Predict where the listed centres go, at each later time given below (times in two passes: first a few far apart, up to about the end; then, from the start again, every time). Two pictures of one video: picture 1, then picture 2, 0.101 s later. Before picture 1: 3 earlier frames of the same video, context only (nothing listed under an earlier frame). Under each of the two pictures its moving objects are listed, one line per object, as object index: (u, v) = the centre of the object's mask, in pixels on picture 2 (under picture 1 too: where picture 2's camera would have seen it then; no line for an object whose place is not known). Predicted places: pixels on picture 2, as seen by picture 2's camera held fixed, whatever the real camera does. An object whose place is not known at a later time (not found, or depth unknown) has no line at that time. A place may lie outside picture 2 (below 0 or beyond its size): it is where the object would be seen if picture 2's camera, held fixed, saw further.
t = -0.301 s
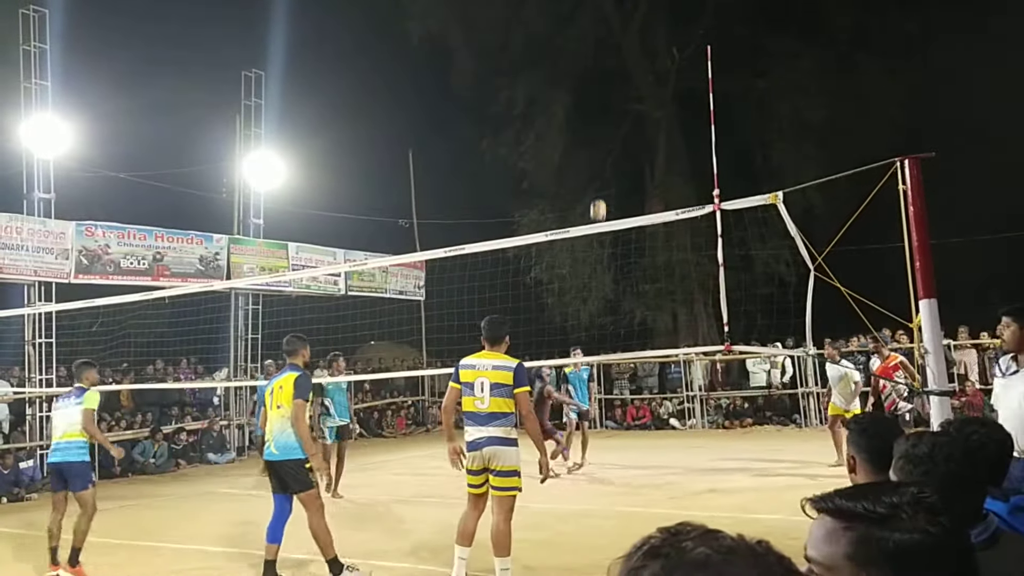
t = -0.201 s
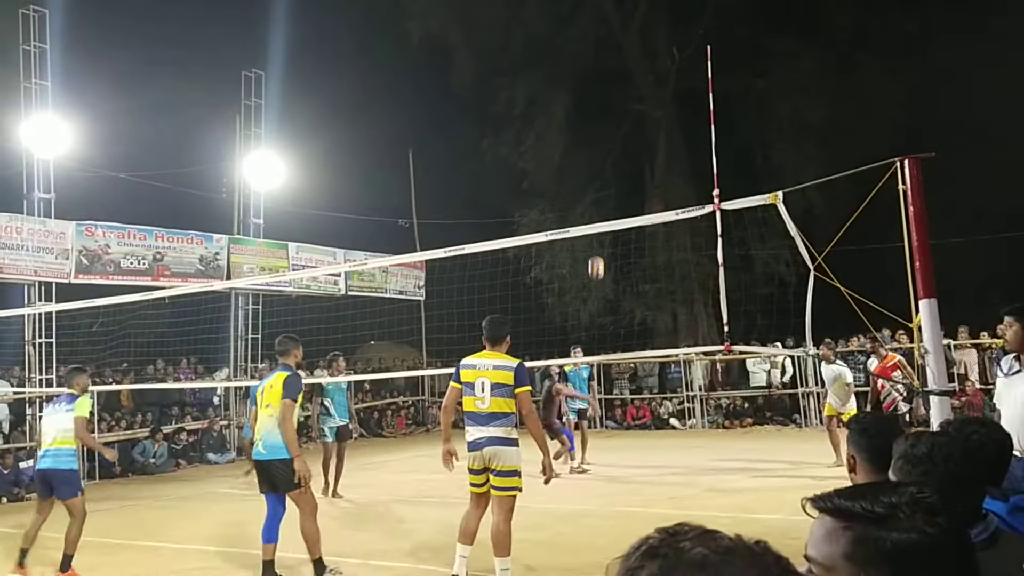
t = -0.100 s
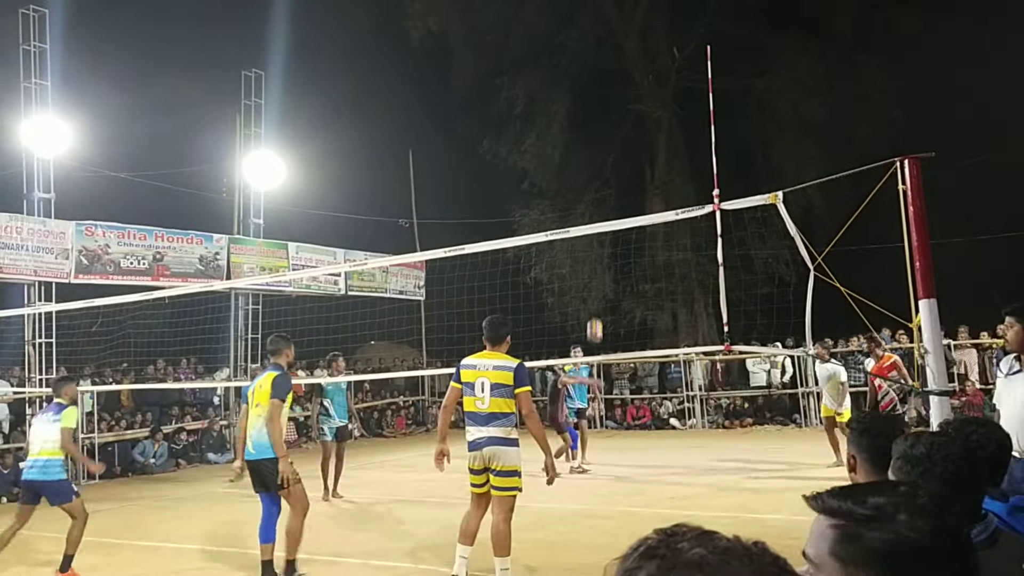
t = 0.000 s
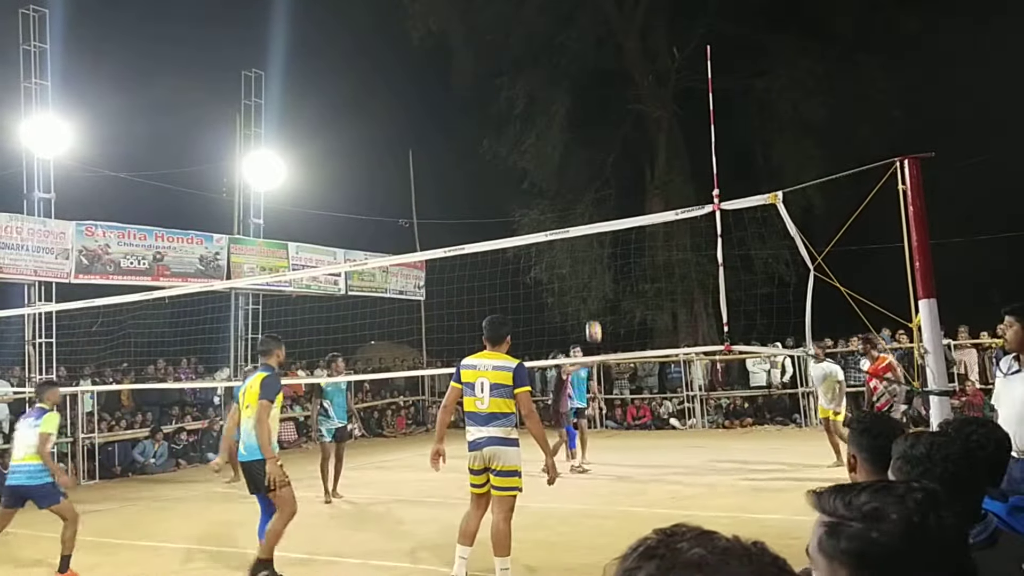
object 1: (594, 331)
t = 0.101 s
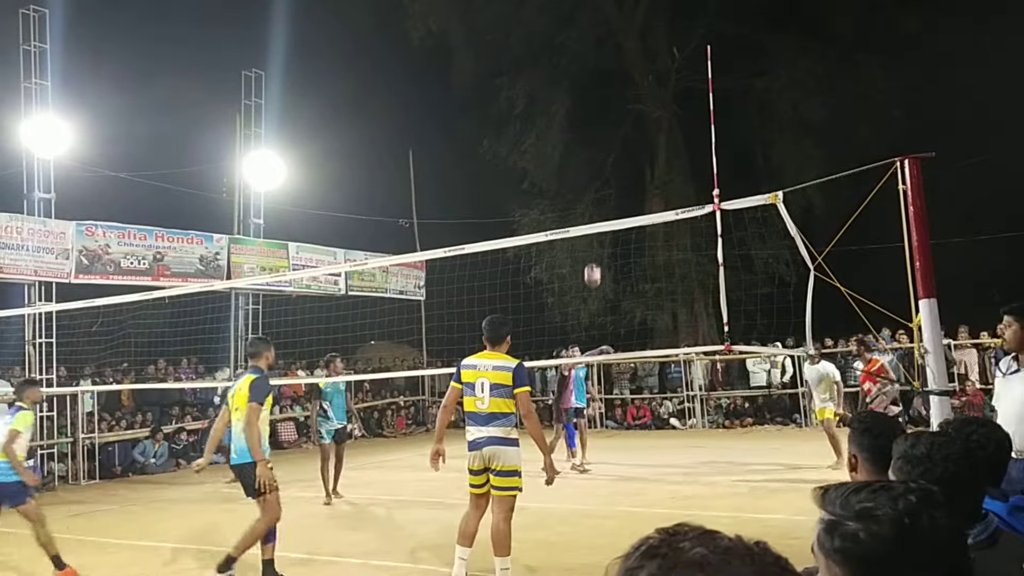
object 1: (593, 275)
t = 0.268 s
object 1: (592, 192)
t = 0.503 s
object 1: (592, 104)
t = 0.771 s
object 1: (594, 46)
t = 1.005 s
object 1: (600, 43)
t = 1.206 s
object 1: (609, 95)
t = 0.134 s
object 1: (592, 256)
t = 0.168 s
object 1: (592, 242)
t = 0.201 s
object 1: (592, 219)
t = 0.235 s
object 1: (592, 207)
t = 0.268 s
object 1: (592, 192)
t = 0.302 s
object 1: (592, 177)
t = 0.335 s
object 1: (592, 163)
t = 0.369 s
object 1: (592, 150)
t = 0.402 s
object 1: (591, 137)
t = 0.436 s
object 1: (591, 125)
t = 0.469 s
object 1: (592, 114)
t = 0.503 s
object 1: (592, 104)
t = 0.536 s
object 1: (592, 94)
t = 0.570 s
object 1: (592, 84)
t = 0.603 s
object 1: (592, 76)
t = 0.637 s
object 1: (593, 68)
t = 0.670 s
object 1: (593, 61)
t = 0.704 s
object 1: (593, 56)
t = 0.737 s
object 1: (594, 51)
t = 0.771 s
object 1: (594, 46)
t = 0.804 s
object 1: (595, 42)
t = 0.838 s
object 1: (596, 40)
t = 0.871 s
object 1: (597, 38)
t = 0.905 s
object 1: (598, 38)
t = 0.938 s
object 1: (598, 38)
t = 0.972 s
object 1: (599, 40)
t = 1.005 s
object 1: (600, 43)
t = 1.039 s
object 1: (601, 46)
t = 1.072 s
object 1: (602, 51)
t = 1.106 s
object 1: (604, 58)
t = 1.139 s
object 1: (605, 65)
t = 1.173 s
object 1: (608, 84)
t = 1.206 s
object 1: (609, 95)
